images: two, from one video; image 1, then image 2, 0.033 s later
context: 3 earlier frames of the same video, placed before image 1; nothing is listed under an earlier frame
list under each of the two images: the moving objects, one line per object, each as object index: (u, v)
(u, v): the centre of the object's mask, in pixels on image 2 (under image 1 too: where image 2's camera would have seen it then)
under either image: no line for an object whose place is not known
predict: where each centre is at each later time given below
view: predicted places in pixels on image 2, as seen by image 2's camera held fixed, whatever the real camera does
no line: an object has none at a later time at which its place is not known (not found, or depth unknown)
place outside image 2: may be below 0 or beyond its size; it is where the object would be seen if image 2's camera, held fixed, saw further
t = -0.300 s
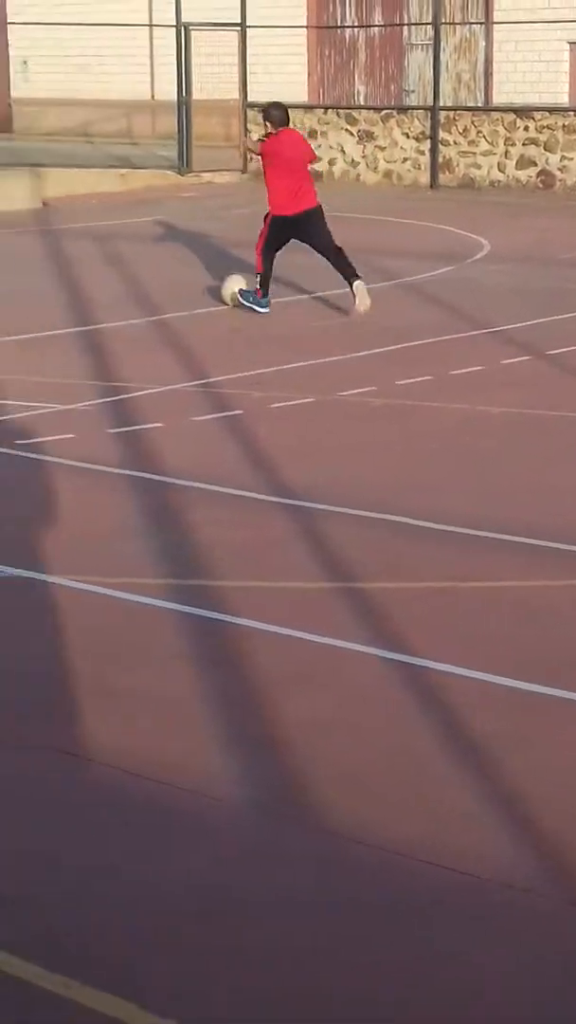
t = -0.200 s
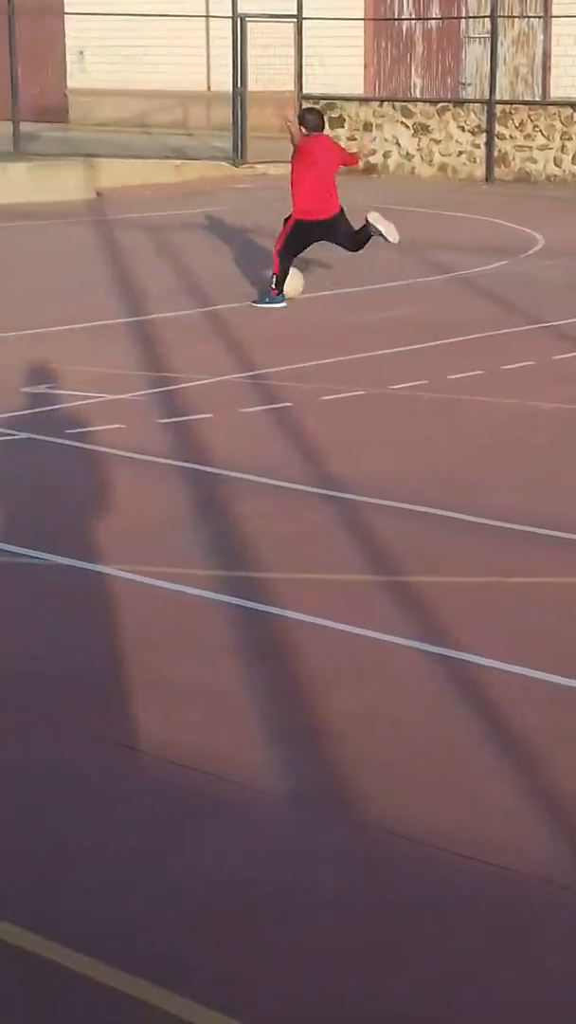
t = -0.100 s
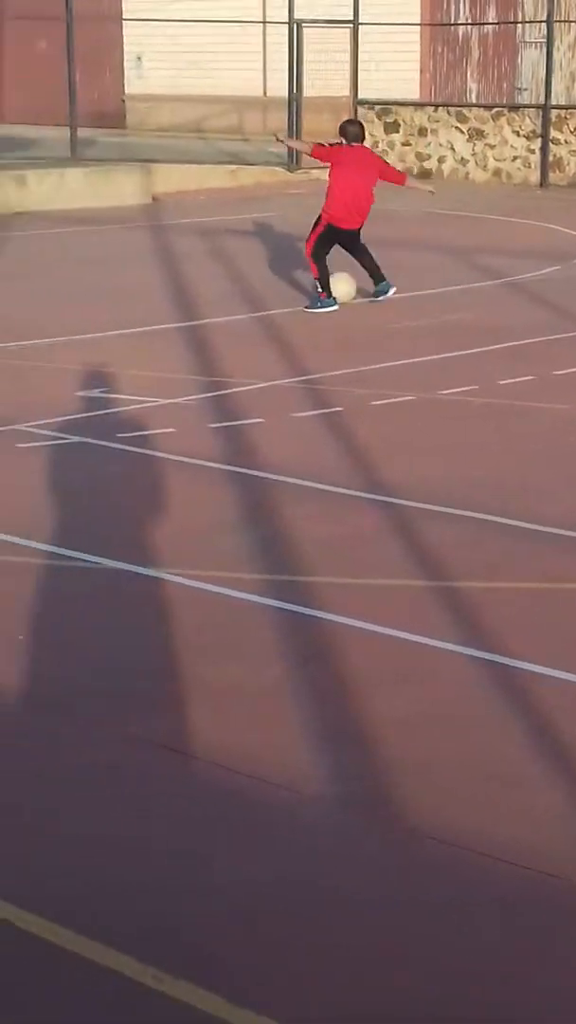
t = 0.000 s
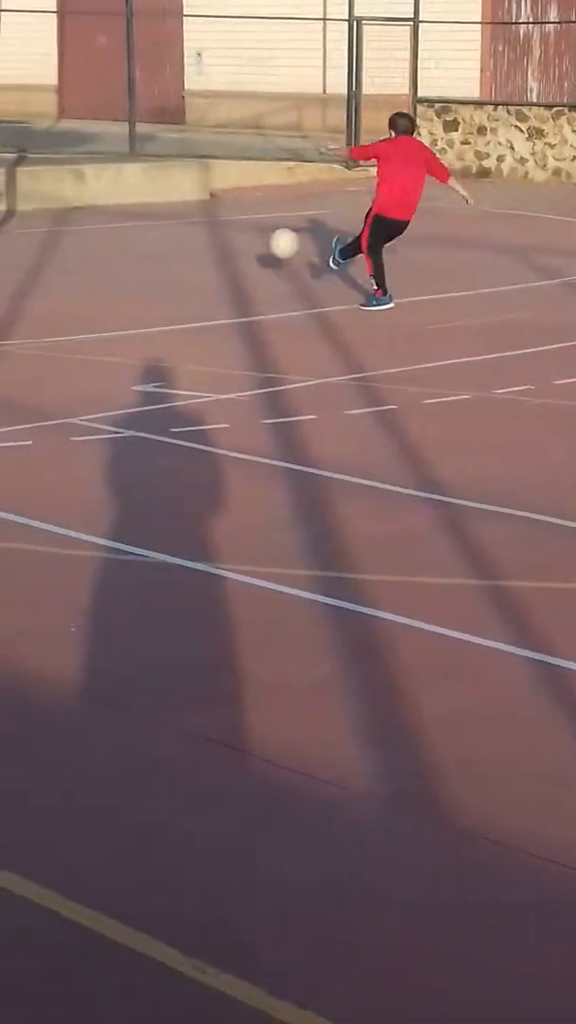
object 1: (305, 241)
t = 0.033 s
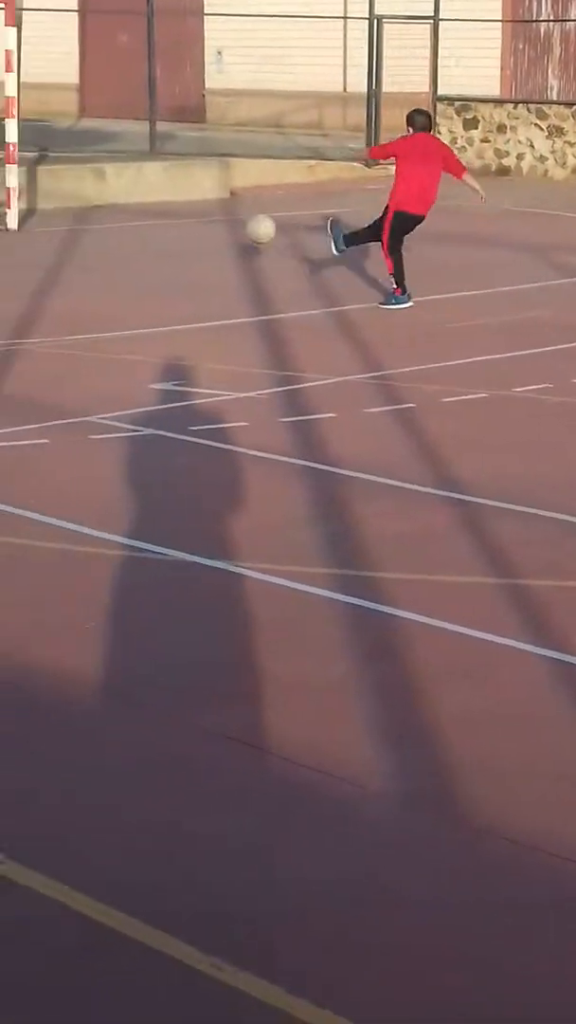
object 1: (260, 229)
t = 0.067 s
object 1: (219, 217)
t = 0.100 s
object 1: (177, 211)
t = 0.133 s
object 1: (138, 205)
